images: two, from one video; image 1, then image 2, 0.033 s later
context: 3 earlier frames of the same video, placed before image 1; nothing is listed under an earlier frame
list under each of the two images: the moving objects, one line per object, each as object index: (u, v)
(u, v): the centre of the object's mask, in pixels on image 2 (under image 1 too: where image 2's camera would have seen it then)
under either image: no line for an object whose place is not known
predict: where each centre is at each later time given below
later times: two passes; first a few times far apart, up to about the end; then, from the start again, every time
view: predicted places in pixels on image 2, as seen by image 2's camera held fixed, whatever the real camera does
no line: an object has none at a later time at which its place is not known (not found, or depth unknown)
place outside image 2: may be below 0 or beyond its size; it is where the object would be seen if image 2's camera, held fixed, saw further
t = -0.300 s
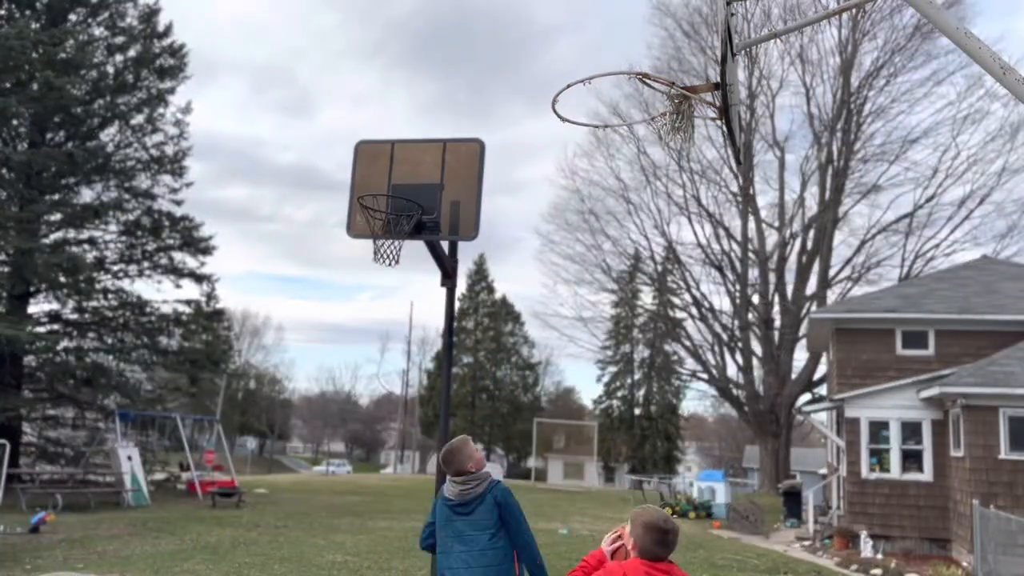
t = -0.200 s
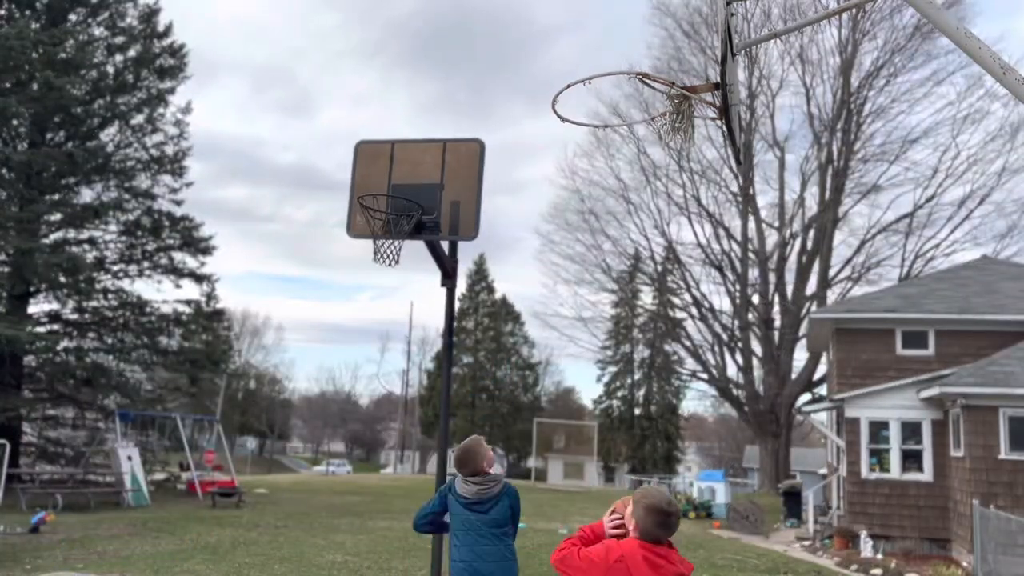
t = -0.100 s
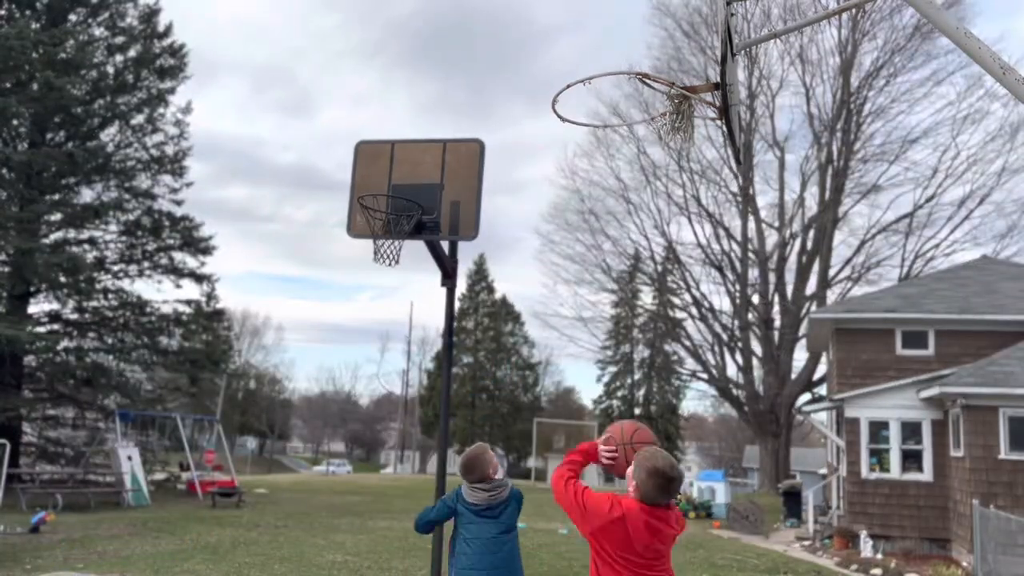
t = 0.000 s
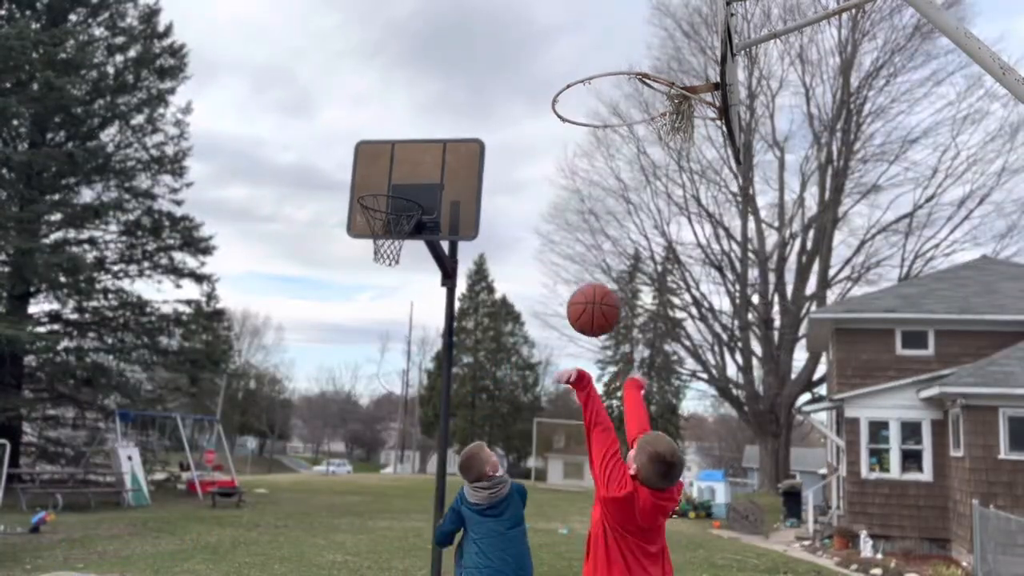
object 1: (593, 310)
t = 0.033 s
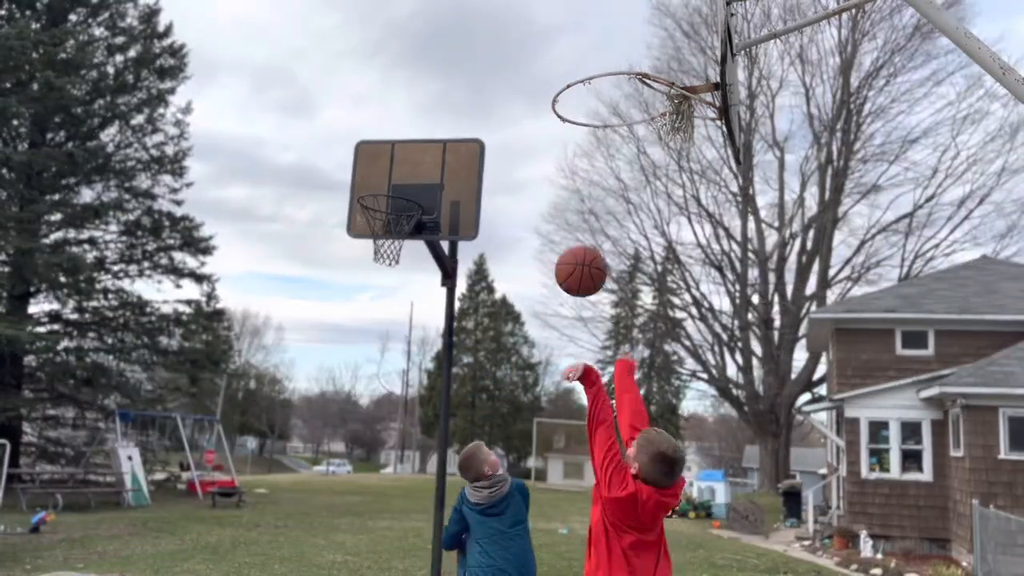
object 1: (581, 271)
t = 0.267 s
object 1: (511, 108)
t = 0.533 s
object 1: (455, 79)
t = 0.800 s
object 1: (410, 152)
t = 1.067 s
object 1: (384, 245)
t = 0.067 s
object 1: (569, 237)
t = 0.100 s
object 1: (558, 207)
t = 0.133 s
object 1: (547, 181)
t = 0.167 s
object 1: (538, 158)
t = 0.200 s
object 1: (528, 138)
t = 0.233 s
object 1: (520, 122)
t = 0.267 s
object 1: (511, 108)
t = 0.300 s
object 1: (503, 97)
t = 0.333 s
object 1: (496, 88)
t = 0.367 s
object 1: (488, 82)
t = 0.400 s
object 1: (481, 77)
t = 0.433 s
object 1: (474, 75)
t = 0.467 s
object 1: (468, 74)
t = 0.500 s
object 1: (461, 76)
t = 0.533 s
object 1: (455, 79)
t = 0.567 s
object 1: (449, 83)
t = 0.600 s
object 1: (443, 89)
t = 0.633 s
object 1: (437, 97)
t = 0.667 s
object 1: (431, 105)
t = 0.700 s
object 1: (426, 115)
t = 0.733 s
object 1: (420, 126)
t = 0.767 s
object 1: (415, 139)
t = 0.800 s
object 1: (410, 152)
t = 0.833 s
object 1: (406, 167)
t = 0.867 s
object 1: (400, 181)
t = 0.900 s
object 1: (395, 199)
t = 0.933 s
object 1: (391, 217)
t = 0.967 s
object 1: (387, 228)
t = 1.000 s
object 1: (386, 235)
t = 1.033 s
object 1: (385, 239)
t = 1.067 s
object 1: (384, 245)
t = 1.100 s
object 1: (382, 250)
